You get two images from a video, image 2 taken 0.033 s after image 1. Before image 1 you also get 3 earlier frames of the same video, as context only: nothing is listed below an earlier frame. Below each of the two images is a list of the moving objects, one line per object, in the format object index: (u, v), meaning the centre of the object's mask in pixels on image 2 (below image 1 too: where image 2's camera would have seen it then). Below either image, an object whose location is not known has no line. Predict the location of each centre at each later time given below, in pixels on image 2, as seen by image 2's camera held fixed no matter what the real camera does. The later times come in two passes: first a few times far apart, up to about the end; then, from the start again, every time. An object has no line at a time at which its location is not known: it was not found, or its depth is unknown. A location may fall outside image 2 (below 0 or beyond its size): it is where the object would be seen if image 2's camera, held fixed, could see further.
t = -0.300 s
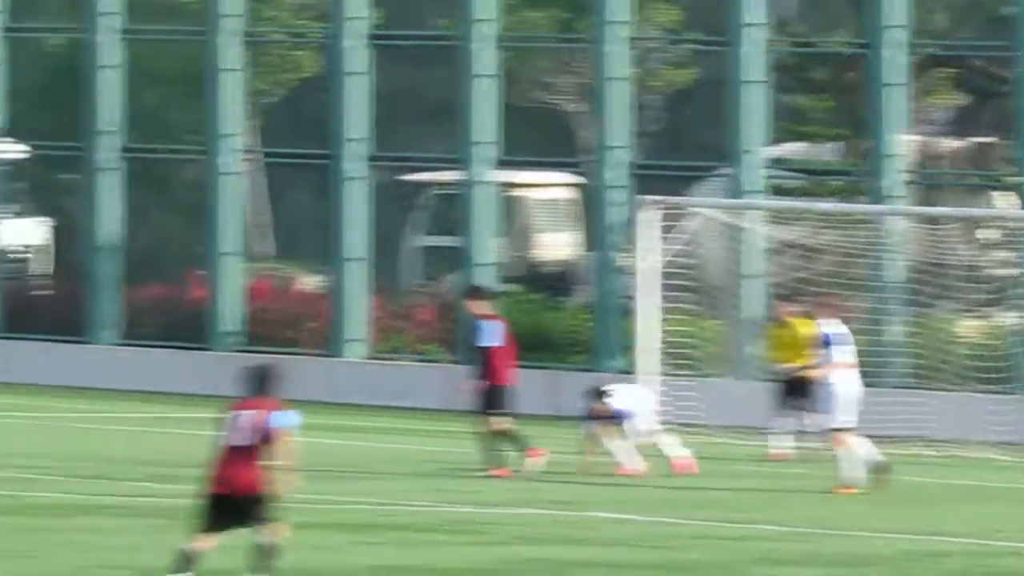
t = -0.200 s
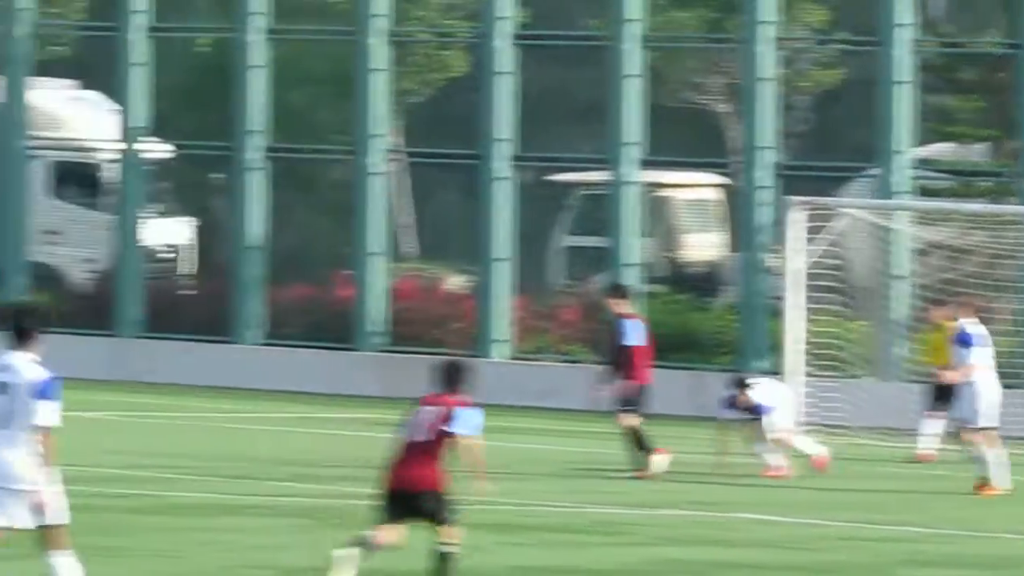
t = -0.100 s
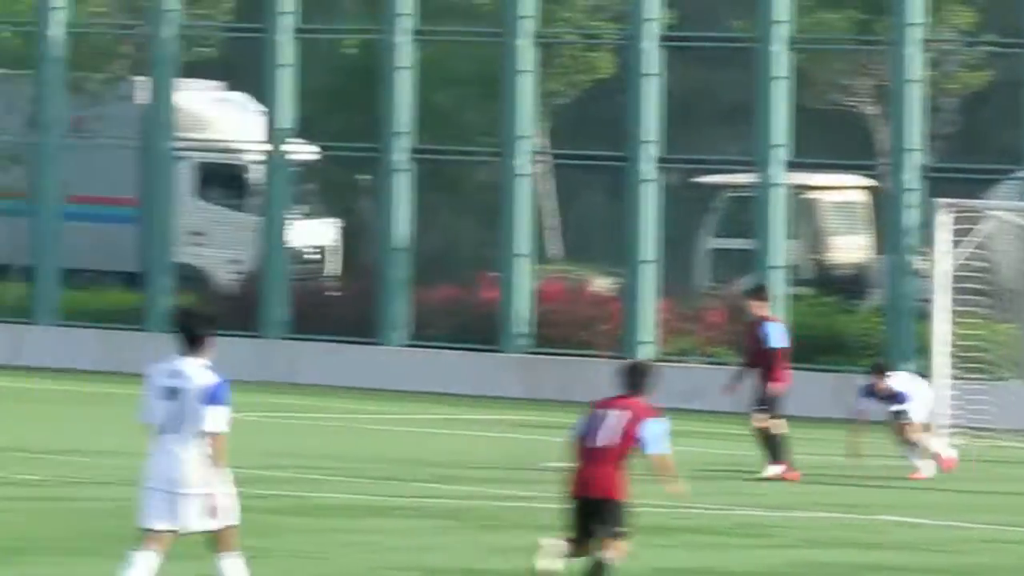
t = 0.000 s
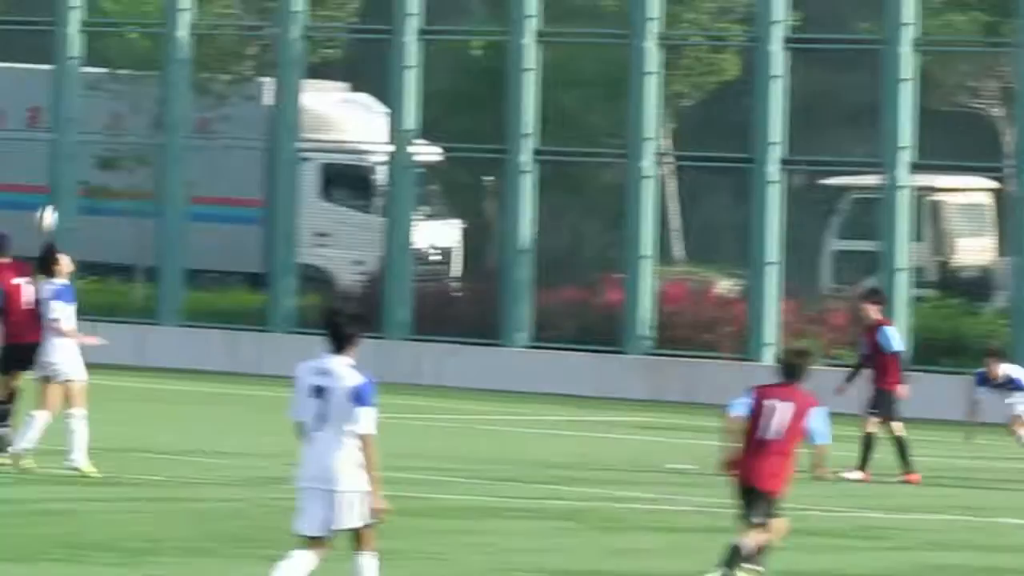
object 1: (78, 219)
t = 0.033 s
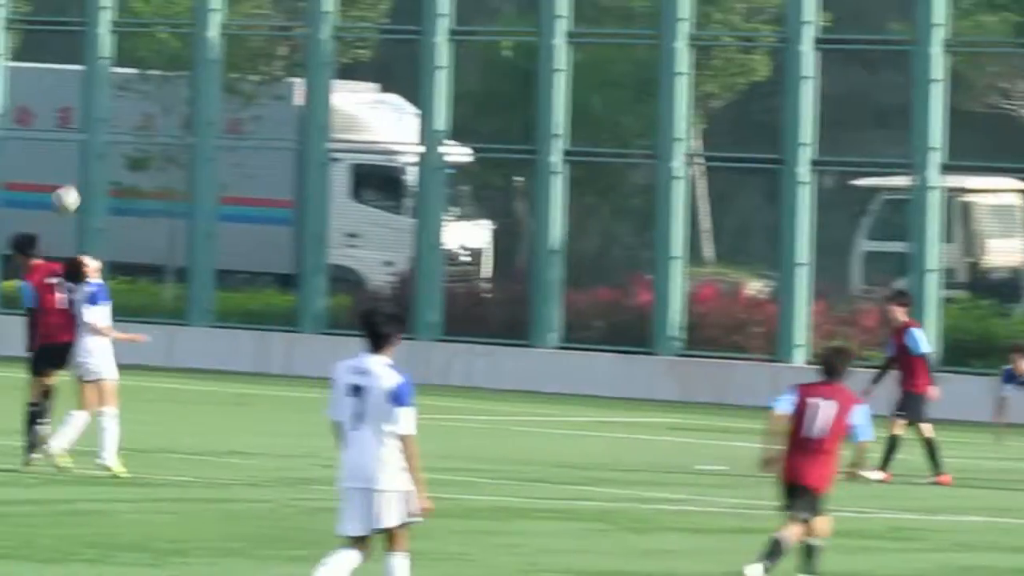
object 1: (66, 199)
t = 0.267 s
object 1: (-4, 90)
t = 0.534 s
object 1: (-82, 56)
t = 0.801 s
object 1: (-155, 113)
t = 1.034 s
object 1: (-219, 236)
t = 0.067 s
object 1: (58, 177)
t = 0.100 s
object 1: (47, 159)
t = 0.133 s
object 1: (37, 143)
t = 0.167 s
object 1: (27, 127)
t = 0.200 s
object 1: (17, 112)
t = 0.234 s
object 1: (8, 100)
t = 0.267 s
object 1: (-4, 90)
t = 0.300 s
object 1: (-13, 80)
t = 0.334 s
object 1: (-23, 72)
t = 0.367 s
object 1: (-32, 67)
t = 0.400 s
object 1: (-42, 61)
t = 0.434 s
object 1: (-53, 58)
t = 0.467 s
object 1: (-63, 57)
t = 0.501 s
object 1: (-72, 56)
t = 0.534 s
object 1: (-82, 56)
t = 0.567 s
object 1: (-92, 59)
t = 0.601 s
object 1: (-101, 63)
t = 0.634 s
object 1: (-109, 67)
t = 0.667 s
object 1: (-120, 73)
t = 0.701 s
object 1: (-128, 80)
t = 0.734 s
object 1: (-137, 92)
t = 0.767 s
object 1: (-145, 101)
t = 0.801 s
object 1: (-155, 113)
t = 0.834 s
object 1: (-165, 127)
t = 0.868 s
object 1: (-173, 142)
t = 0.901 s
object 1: (-183, 157)
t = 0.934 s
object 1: (-192, 175)
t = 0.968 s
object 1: (-201, 193)
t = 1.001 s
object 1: (-210, 214)
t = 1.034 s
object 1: (-219, 236)
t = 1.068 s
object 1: (-227, 257)
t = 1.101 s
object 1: (-236, 281)
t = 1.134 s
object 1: (-246, 307)
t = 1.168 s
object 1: (-253, 333)
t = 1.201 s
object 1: (-263, 361)
